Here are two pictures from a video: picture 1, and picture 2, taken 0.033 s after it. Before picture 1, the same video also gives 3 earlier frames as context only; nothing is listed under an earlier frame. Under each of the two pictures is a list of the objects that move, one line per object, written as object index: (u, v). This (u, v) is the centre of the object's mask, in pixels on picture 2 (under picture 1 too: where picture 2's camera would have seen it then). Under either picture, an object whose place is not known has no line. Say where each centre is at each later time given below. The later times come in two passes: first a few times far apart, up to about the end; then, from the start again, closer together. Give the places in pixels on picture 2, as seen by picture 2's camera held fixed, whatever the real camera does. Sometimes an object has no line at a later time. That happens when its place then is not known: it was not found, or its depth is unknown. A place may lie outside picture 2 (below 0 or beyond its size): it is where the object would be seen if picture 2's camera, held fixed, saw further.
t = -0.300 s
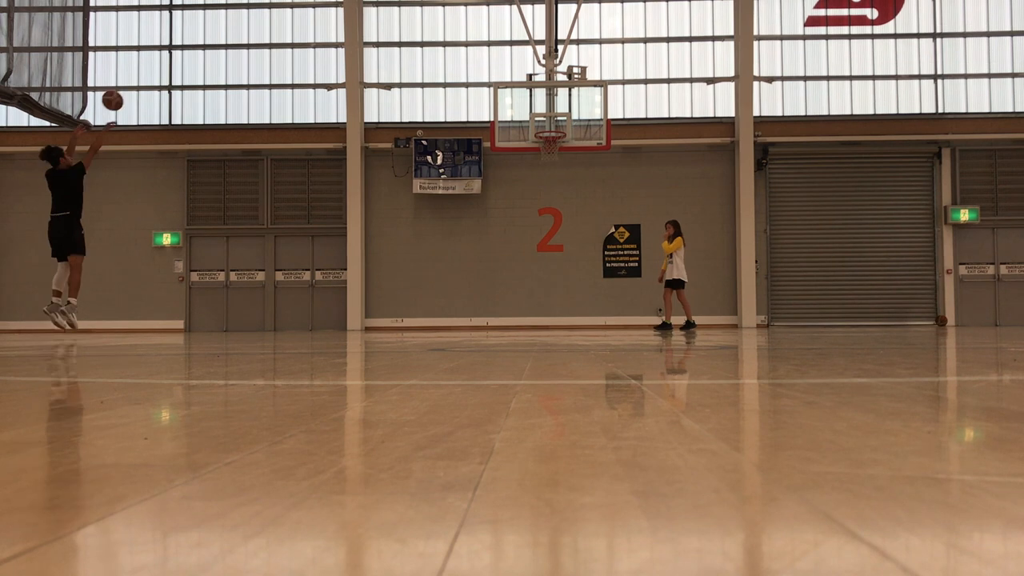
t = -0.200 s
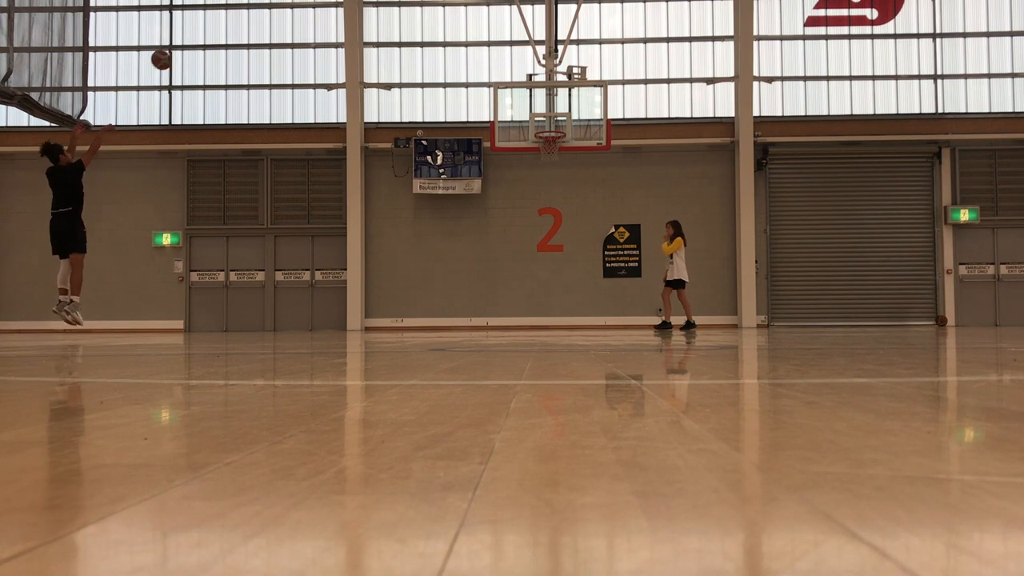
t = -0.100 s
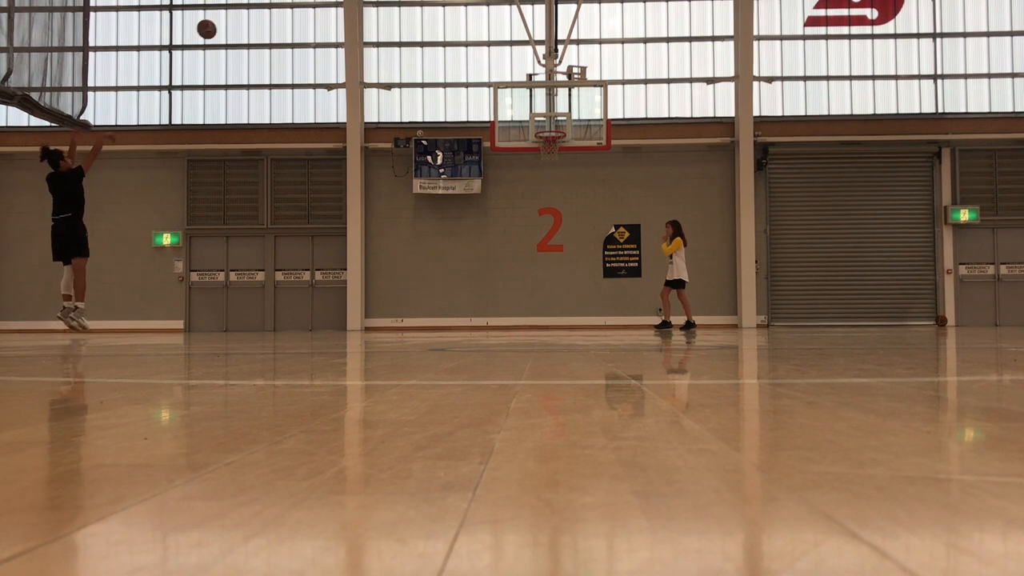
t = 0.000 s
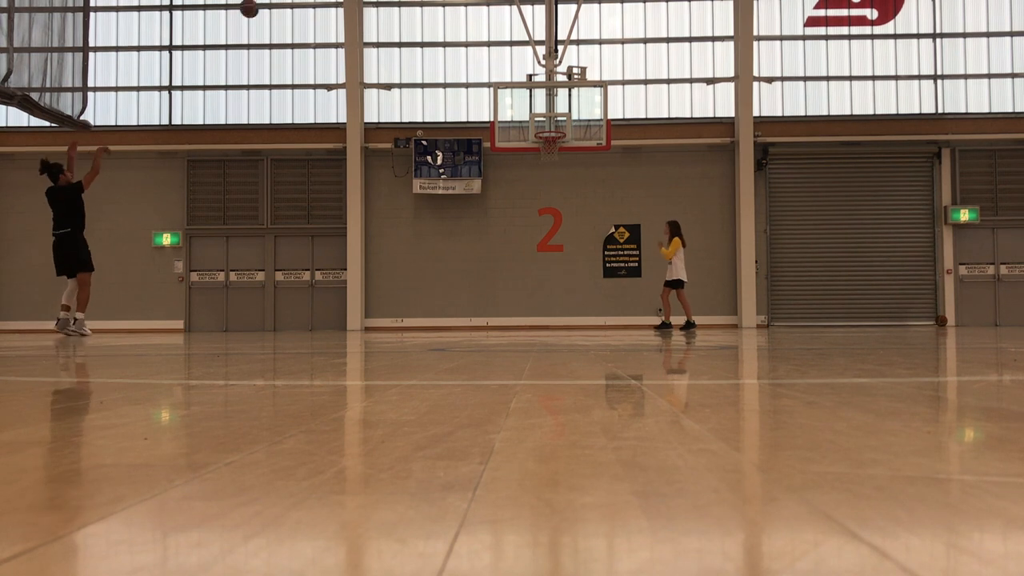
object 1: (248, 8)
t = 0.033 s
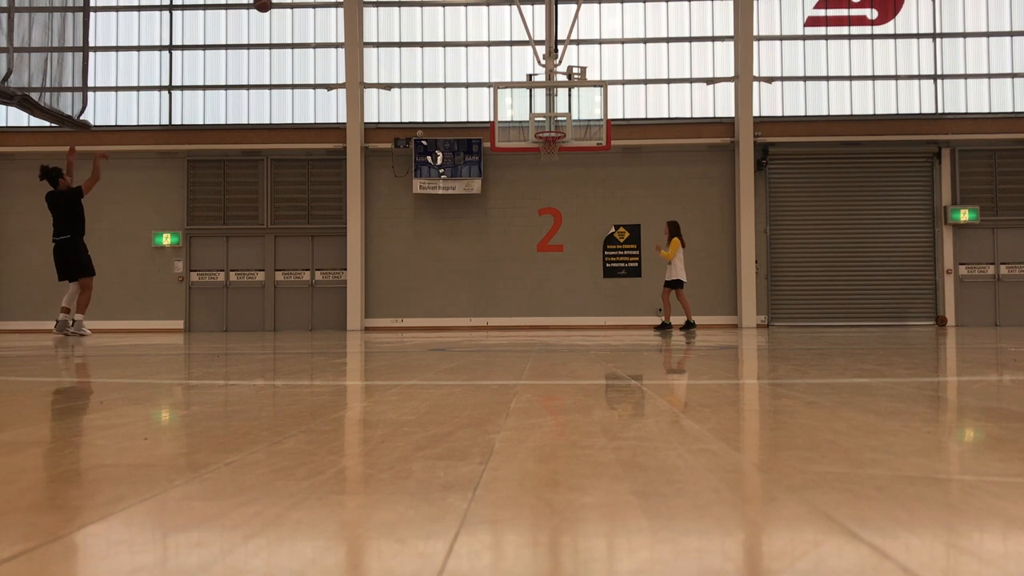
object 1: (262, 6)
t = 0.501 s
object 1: (427, 16)
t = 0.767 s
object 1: (505, 83)
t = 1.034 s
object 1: (549, 102)
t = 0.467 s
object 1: (417, 10)
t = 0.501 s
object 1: (427, 16)
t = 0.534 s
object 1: (438, 22)
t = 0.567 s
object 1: (448, 30)
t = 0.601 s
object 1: (458, 37)
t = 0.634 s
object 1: (468, 45)
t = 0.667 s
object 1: (477, 54)
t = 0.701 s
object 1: (487, 63)
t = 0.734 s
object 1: (496, 73)
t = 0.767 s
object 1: (505, 83)
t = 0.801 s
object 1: (515, 94)
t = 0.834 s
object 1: (523, 105)
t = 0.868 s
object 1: (532, 117)
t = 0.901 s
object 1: (539, 126)
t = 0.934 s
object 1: (541, 120)
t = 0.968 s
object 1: (543, 112)
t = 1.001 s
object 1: (546, 107)
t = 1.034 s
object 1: (549, 102)
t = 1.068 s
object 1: (551, 98)
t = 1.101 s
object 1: (553, 94)
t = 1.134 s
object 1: (555, 91)
